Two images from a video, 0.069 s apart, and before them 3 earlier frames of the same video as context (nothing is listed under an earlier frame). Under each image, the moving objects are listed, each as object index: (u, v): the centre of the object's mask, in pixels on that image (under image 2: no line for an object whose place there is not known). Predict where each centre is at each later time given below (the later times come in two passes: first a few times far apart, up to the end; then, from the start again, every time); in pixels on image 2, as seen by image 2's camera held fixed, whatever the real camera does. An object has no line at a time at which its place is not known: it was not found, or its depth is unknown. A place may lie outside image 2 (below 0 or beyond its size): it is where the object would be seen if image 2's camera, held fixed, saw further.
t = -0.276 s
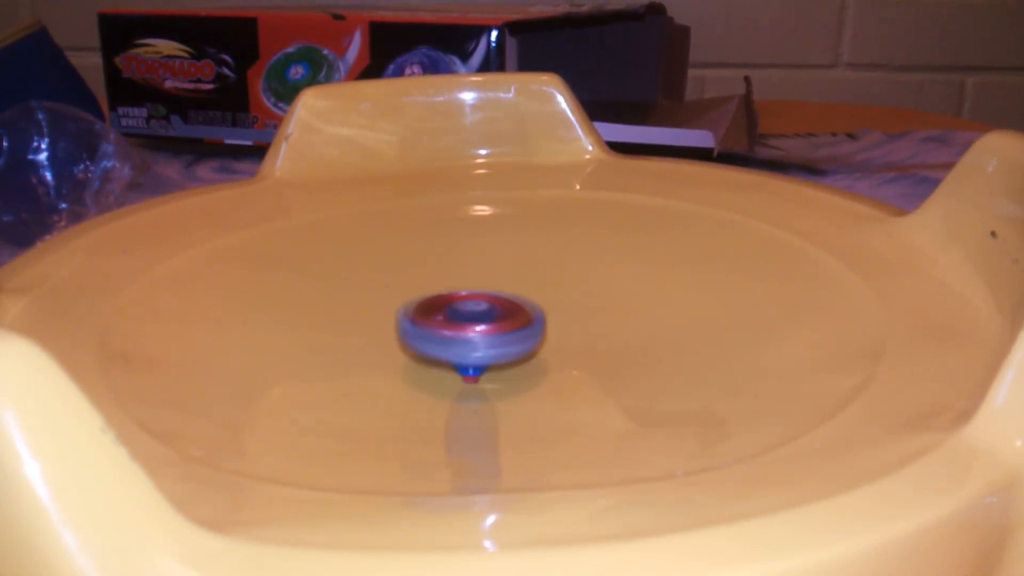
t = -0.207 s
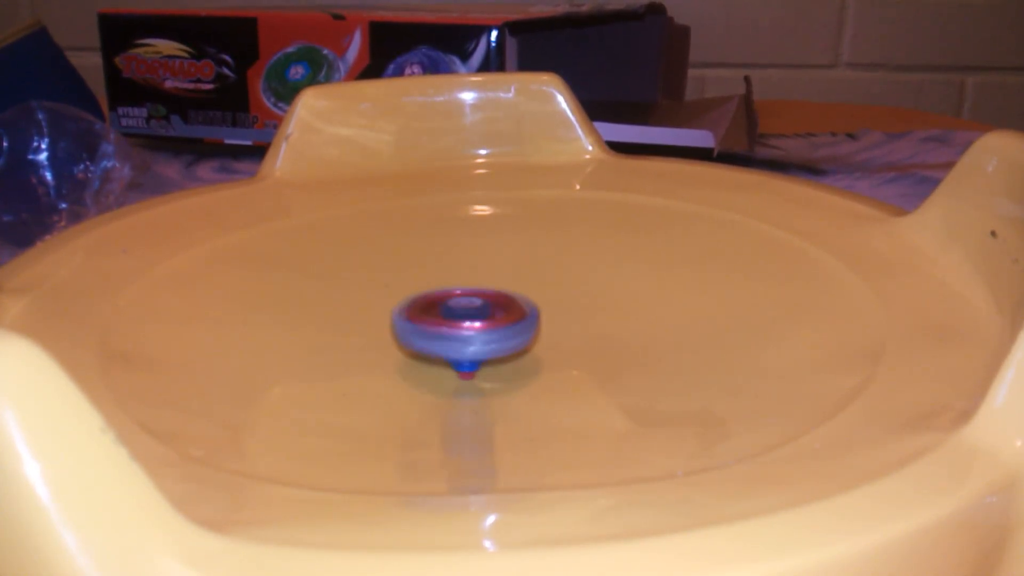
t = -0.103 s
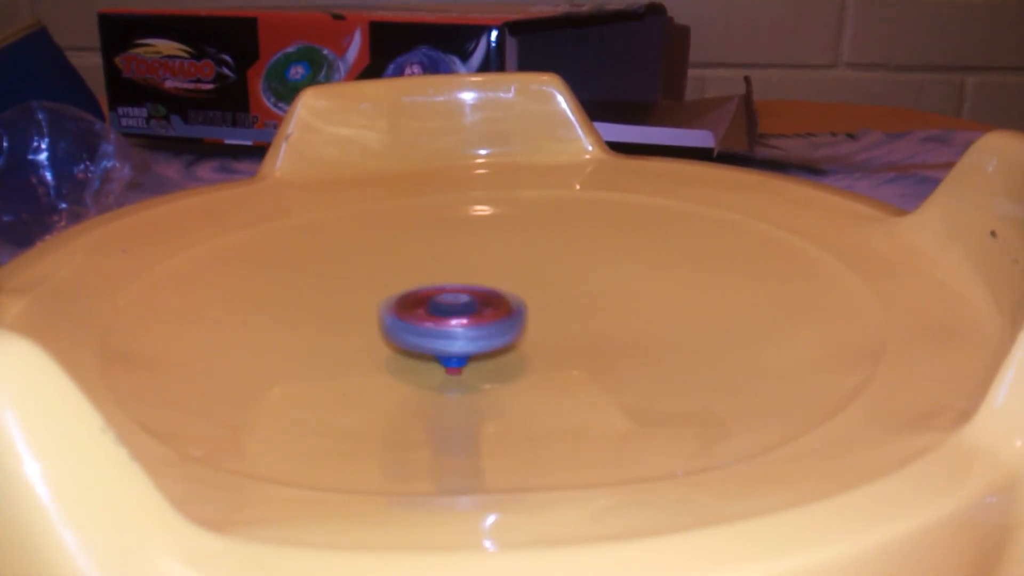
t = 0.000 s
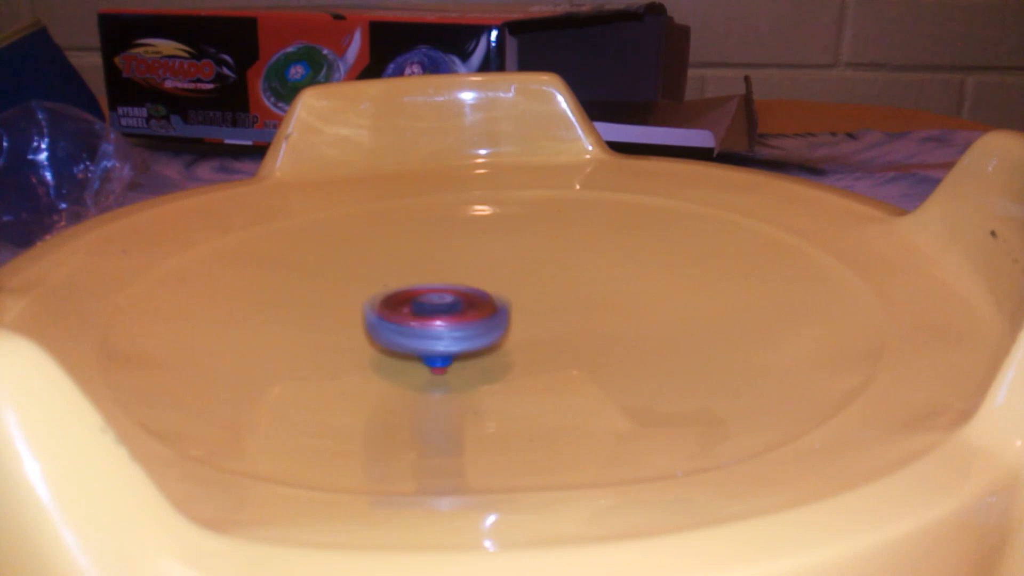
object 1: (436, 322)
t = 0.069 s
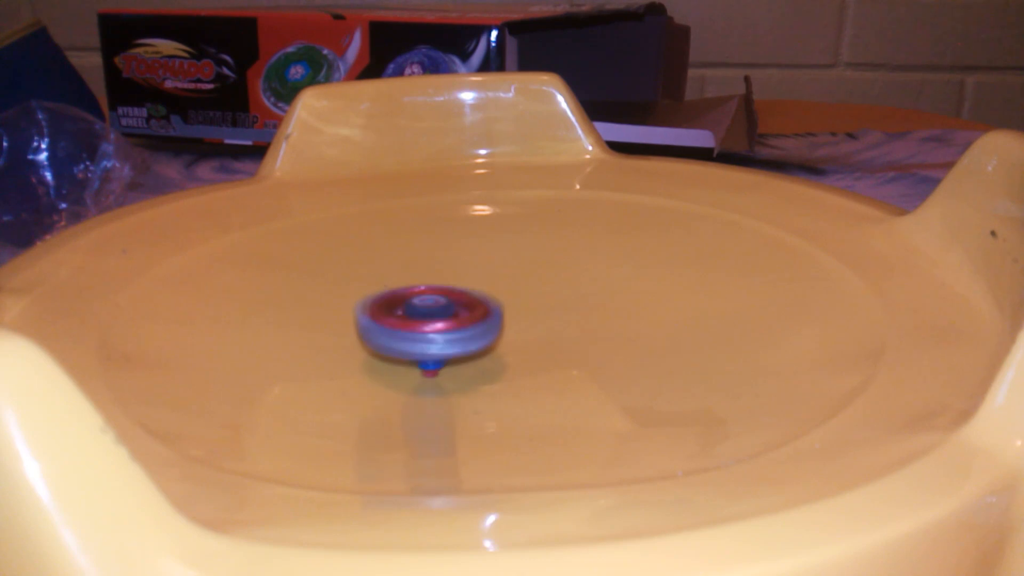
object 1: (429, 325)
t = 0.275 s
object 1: (443, 335)
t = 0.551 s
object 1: (477, 326)
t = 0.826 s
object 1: (444, 325)
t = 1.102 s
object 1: (452, 339)
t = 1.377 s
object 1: (475, 332)
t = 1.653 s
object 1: (437, 330)
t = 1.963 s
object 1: (462, 339)
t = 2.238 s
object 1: (465, 327)
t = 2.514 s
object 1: (438, 328)
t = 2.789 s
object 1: (464, 335)
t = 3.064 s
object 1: (469, 326)
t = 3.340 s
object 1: (444, 330)
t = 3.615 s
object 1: (459, 337)
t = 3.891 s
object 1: (465, 332)
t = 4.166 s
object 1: (448, 334)
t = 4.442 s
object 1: (464, 335)
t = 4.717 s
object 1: (457, 330)
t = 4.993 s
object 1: (453, 333)
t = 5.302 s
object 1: (461, 330)
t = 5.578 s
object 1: (452, 334)
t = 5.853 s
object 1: (464, 333)
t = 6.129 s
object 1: (456, 331)
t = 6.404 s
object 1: (453, 334)
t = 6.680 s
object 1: (456, 335)
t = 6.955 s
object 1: (457, 334)
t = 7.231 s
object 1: (456, 334)
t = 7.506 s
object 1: (457, 334)
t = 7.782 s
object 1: (457, 333)
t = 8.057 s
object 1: (456, 333)
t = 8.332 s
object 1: (456, 333)
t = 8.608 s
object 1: (456, 333)
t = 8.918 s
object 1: (457, 334)
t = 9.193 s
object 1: (458, 334)
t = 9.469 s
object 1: (458, 334)
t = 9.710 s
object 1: (456, 334)
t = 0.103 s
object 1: (427, 326)
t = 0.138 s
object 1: (428, 327)
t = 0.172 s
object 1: (428, 330)
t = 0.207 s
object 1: (431, 332)
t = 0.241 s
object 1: (436, 334)
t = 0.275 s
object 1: (443, 335)
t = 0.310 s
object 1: (450, 336)
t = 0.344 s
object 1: (458, 336)
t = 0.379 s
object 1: (465, 335)
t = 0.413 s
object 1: (472, 334)
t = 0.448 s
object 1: (474, 331)
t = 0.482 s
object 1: (479, 329)
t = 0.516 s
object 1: (477, 327)
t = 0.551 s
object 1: (477, 326)
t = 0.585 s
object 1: (475, 325)
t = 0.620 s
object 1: (471, 324)
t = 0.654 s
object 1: (468, 323)
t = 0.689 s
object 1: (464, 323)
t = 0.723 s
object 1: (458, 323)
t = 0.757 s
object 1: (452, 323)
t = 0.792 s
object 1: (449, 324)
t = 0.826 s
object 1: (444, 325)
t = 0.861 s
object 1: (439, 326)
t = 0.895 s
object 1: (438, 328)
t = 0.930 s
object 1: (436, 331)
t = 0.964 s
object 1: (438, 333)
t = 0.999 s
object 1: (440, 335)
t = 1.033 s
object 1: (443, 337)
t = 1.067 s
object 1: (447, 338)
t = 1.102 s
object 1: (452, 339)
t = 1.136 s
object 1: (458, 340)
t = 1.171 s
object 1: (464, 340)
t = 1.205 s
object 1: (471, 339)
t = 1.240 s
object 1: (475, 337)
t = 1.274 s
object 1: (477, 336)
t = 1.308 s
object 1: (478, 334)
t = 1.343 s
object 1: (478, 332)
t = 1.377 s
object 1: (475, 332)
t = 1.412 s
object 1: (473, 330)
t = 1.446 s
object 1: (470, 328)
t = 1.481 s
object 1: (464, 328)
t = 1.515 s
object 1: (459, 327)
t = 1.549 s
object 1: (455, 328)
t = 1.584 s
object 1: (449, 328)
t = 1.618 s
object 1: (444, 328)
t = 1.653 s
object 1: (437, 330)
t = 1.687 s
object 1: (434, 331)
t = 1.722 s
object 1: (433, 333)
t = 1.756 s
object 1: (434, 335)
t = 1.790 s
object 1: (436, 337)
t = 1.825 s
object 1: (438, 338)
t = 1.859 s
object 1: (443, 338)
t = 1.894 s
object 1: (447, 340)
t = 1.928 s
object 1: (454, 340)
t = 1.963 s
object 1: (462, 339)
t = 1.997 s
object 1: (466, 337)
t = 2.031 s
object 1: (468, 336)
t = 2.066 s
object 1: (471, 335)
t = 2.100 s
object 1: (472, 333)
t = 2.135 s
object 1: (470, 331)
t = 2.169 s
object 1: (471, 330)
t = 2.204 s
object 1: (469, 329)
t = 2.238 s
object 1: (465, 327)
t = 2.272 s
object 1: (461, 326)
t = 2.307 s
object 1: (457, 326)
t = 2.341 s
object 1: (454, 325)
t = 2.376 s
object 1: (448, 326)
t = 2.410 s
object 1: (445, 325)
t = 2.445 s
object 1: (441, 326)
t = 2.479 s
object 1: (439, 328)
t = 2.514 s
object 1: (438, 328)
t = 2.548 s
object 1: (437, 330)
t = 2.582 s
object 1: (440, 330)
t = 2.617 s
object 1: (440, 332)
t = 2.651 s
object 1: (443, 333)
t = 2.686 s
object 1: (445, 334)
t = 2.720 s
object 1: (450, 335)
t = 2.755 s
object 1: (455, 335)
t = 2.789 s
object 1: (464, 335)
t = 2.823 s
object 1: (467, 334)
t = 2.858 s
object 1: (470, 333)
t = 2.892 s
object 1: (473, 332)
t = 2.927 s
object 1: (474, 331)
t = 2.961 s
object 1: (473, 329)
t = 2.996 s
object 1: (473, 328)
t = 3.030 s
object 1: (472, 327)
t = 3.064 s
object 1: (469, 326)
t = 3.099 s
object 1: (464, 327)
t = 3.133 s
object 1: (461, 326)
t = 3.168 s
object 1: (457, 326)
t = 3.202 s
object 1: (453, 327)
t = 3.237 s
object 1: (448, 327)
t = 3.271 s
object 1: (446, 328)
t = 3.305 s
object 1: (446, 329)
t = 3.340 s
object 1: (444, 330)
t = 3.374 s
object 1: (441, 331)
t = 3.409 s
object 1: (443, 333)
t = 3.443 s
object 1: (446, 335)
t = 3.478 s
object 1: (448, 336)
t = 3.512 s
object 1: (450, 336)
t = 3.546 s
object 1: (453, 337)
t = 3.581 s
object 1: (457, 337)
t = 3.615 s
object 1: (459, 337)
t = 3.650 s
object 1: (462, 337)
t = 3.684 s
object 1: (465, 337)
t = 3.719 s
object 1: (468, 336)
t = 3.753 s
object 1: (469, 335)
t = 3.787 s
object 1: (468, 333)
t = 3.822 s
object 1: (468, 333)
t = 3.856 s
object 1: (468, 332)
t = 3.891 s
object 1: (465, 332)
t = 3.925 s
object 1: (461, 331)
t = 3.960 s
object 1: (459, 331)
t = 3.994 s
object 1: (456, 331)
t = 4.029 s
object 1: (452, 331)
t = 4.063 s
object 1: (452, 331)
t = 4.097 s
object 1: (451, 332)
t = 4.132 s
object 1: (450, 333)
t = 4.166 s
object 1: (448, 334)
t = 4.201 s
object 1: (449, 334)
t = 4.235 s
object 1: (450, 335)
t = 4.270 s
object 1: (453, 336)
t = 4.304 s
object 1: (455, 336)
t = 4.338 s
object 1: (457, 337)
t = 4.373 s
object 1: (460, 336)
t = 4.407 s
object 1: (463, 335)
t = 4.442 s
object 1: (464, 335)
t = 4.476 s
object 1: (465, 334)
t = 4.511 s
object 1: (465, 333)
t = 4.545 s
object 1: (465, 332)
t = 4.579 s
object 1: (463, 331)
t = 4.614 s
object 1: (460, 331)
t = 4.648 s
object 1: (458, 330)
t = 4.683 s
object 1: (458, 330)
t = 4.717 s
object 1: (457, 330)
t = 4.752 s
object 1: (453, 331)
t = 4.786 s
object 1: (451, 330)
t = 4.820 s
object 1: (451, 331)
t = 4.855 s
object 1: (451, 330)
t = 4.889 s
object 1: (449, 332)
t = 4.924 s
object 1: (449, 332)
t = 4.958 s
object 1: (451, 334)
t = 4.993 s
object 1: (453, 333)
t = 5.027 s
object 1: (456, 334)
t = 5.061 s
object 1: (458, 334)
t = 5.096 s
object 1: (461, 334)
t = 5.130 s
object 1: (464, 332)
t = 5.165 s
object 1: (464, 331)
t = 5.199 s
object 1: (463, 331)
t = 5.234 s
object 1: (463, 330)
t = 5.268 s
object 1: (462, 330)
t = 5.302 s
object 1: (461, 330)
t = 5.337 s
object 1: (457, 330)
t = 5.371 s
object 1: (454, 329)
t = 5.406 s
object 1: (453, 331)
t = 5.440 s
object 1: (452, 331)
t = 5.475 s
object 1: (452, 331)
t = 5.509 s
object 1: (450, 332)
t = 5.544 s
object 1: (451, 332)
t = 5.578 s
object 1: (452, 334)
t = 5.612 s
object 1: (454, 334)
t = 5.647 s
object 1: (455, 334)
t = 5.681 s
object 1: (458, 334)
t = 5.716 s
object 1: (460, 335)
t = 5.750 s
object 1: (463, 334)
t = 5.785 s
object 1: (465, 334)
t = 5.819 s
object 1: (464, 333)
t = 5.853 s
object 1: (464, 333)
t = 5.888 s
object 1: (464, 332)
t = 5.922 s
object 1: (463, 331)
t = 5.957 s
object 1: (463, 331)
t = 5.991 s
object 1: (461, 332)
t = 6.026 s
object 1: (458, 331)
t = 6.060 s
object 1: (457, 331)
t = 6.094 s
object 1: (456, 331)
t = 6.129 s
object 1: (456, 331)
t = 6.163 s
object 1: (455, 332)
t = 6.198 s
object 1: (454, 332)
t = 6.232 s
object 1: (454, 333)
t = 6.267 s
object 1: (455, 333)
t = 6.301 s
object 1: (455, 333)
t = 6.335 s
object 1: (454, 334)
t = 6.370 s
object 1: (453, 333)
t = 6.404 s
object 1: (453, 334)
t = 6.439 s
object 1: (453, 334)
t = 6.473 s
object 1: (454, 335)
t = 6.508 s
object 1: (454, 334)
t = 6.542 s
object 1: (455, 334)
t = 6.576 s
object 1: (457, 334)
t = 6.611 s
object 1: (457, 334)
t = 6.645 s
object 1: (458, 334)
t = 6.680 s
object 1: (456, 335)
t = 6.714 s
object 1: (456, 334)
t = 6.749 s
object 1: (458, 335)
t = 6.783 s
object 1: (459, 334)
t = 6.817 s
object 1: (460, 334)
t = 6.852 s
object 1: (460, 334)
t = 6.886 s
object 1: (458, 334)
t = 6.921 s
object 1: (456, 333)
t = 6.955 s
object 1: (457, 334)
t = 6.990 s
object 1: (456, 333)
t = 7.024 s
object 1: (457, 334)
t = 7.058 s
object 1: (457, 334)
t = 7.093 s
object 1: (457, 334)
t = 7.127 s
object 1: (457, 333)
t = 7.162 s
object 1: (456, 334)
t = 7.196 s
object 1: (456, 333)
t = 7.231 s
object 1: (456, 334)
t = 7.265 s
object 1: (455, 334)
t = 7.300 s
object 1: (455, 334)
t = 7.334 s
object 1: (456, 334)
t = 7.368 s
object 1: (456, 333)
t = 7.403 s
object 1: (456, 333)
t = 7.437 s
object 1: (455, 334)
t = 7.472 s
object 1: (455, 333)
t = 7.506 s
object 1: (457, 334)
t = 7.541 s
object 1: (457, 334)
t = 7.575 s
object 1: (457, 333)
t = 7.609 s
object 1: (457, 333)
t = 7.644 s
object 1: (455, 334)
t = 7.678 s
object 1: (455, 333)
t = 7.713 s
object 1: (456, 333)
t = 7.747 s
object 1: (457, 333)
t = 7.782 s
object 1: (457, 333)
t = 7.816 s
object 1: (456, 333)
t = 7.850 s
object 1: (456, 333)
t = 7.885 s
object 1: (455, 333)
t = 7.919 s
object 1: (456, 332)
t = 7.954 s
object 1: (456, 333)
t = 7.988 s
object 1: (456, 333)
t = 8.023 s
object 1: (455, 333)
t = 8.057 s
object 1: (456, 333)
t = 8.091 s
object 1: (455, 333)
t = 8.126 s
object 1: (456, 333)
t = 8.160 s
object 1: (456, 333)
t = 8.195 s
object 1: (456, 333)
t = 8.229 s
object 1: (455, 333)
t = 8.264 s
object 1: (457, 333)
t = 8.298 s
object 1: (458, 333)
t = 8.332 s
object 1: (456, 333)
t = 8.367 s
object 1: (455, 333)
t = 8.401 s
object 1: (456, 333)
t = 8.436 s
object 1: (457, 334)
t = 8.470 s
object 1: (457, 333)
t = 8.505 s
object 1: (457, 333)
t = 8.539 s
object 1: (457, 333)
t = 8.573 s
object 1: (456, 334)
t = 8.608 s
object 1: (456, 333)
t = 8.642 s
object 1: (457, 333)
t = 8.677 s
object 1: (456, 333)
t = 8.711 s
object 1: (457, 333)
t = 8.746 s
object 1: (457, 334)
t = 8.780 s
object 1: (457, 333)
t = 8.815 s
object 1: (456, 334)
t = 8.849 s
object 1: (456, 333)
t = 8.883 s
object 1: (457, 334)
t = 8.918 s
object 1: (457, 334)
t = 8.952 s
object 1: (457, 333)
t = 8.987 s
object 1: (457, 334)
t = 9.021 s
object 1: (458, 334)
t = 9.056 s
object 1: (458, 333)
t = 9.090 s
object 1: (457, 334)
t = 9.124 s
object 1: (457, 333)
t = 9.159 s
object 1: (458, 334)
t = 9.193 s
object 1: (458, 334)
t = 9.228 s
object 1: (457, 333)
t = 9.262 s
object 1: (457, 333)
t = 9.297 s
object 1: (458, 335)
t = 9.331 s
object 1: (457, 334)
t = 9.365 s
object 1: (456, 334)
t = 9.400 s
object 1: (457, 334)
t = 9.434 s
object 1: (457, 334)
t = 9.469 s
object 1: (458, 334)
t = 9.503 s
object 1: (457, 334)
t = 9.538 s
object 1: (458, 333)
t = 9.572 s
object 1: (458, 334)
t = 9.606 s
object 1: (458, 334)
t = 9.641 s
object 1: (457, 334)
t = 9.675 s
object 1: (456, 334)
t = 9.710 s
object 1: (456, 334)
